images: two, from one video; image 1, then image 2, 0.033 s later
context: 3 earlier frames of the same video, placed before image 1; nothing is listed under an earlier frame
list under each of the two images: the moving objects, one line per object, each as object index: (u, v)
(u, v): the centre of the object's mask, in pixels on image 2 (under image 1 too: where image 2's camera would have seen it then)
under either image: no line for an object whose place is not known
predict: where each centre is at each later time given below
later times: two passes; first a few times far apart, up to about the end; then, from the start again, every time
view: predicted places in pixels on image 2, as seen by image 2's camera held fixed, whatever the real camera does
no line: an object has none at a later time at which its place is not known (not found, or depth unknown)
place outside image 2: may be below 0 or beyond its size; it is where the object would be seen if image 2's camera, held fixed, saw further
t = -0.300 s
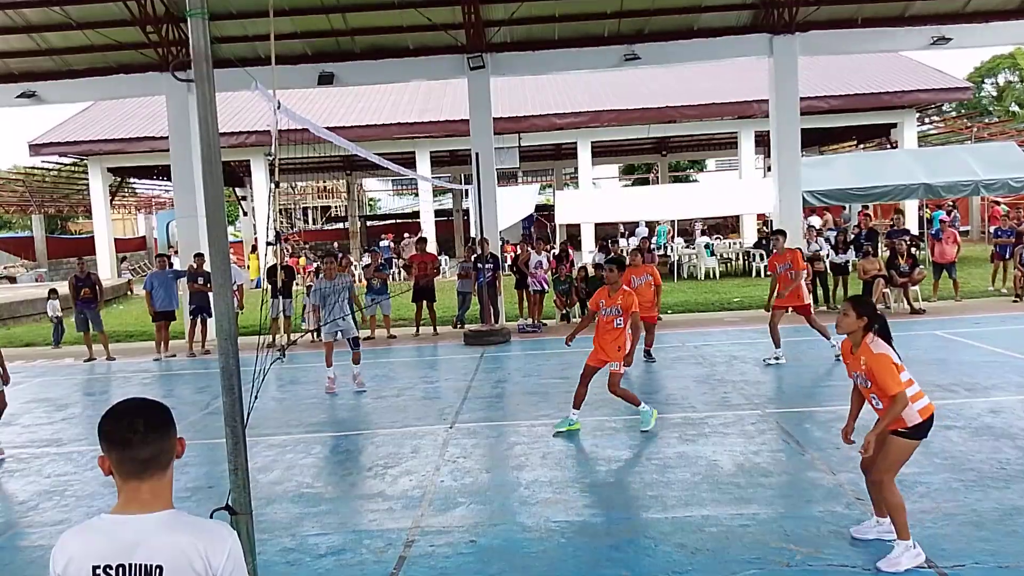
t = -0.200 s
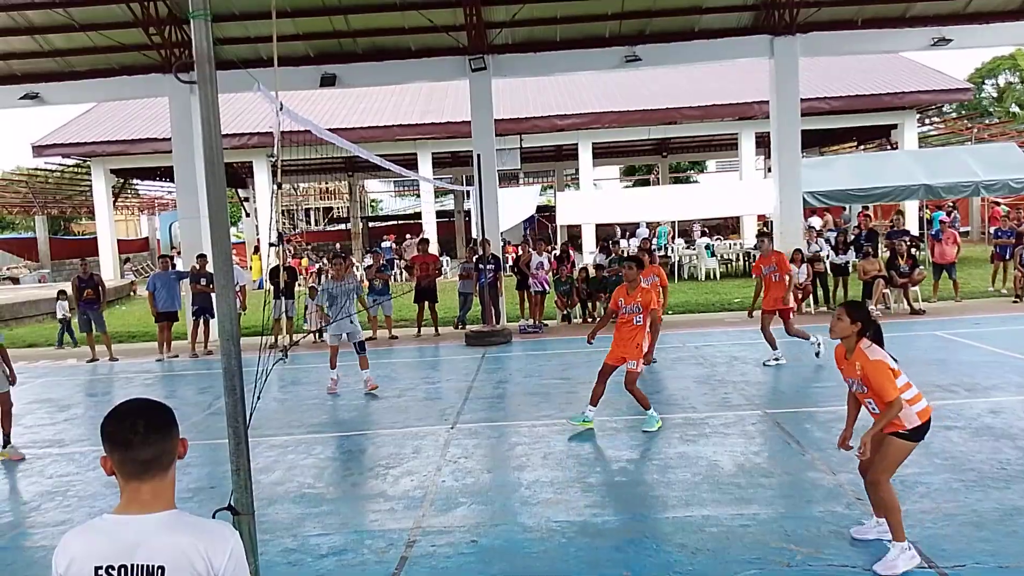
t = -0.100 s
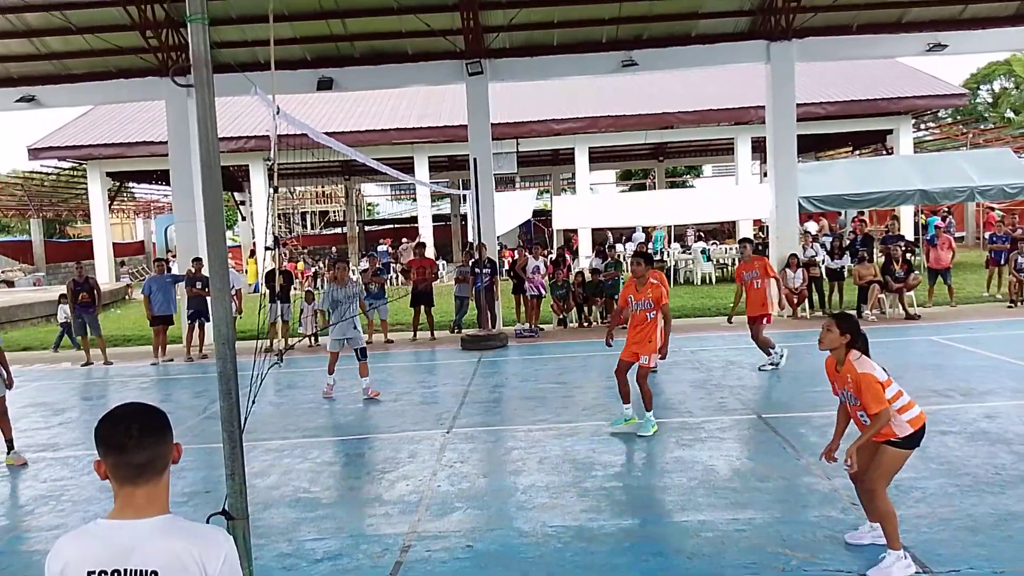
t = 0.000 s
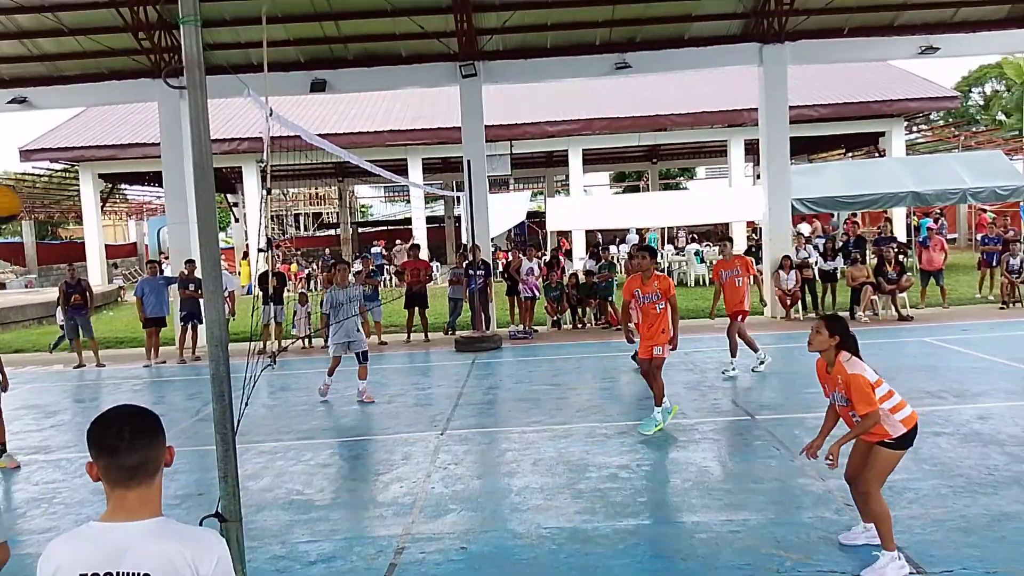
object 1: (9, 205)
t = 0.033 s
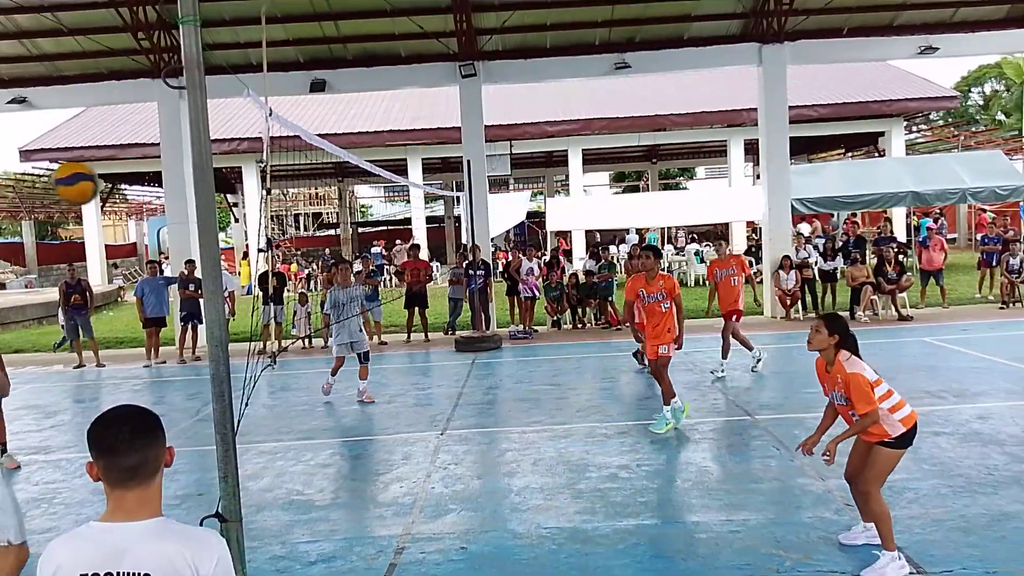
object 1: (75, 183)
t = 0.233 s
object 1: (432, 122)
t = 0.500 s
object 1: (706, 139)
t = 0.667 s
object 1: (846, 206)
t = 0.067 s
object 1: (151, 168)
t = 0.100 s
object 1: (228, 157)
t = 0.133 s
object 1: (291, 149)
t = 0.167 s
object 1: (352, 135)
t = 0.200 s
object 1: (392, 130)
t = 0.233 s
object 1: (432, 122)
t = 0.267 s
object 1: (471, 118)
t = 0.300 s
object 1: (507, 114)
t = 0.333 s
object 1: (543, 112)
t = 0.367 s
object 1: (578, 115)
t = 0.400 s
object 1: (611, 118)
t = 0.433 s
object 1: (644, 123)
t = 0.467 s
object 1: (675, 130)
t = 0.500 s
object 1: (706, 139)
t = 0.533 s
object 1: (737, 149)
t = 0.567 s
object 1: (764, 161)
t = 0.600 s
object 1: (793, 174)
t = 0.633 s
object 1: (820, 189)
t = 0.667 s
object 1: (846, 206)
